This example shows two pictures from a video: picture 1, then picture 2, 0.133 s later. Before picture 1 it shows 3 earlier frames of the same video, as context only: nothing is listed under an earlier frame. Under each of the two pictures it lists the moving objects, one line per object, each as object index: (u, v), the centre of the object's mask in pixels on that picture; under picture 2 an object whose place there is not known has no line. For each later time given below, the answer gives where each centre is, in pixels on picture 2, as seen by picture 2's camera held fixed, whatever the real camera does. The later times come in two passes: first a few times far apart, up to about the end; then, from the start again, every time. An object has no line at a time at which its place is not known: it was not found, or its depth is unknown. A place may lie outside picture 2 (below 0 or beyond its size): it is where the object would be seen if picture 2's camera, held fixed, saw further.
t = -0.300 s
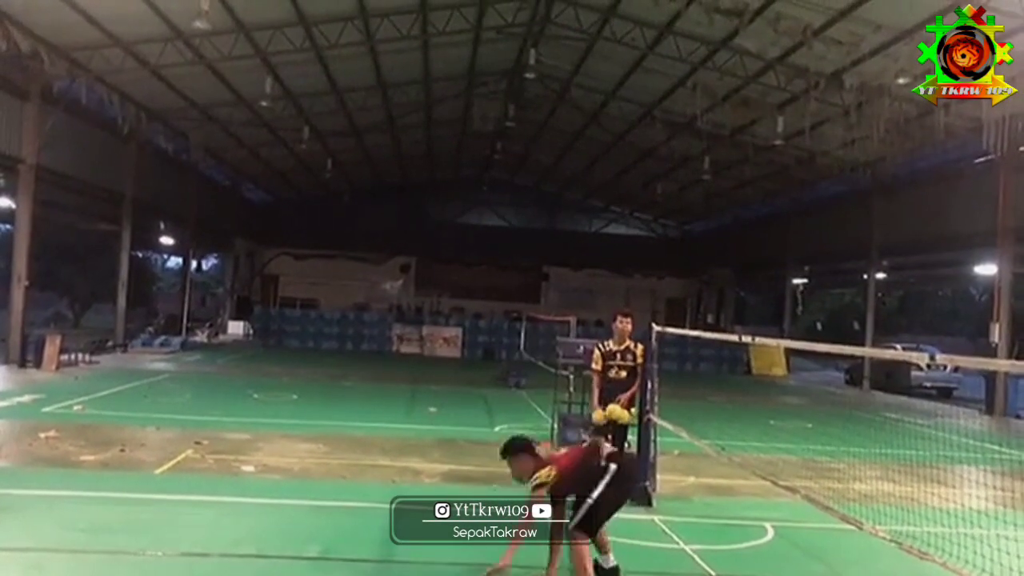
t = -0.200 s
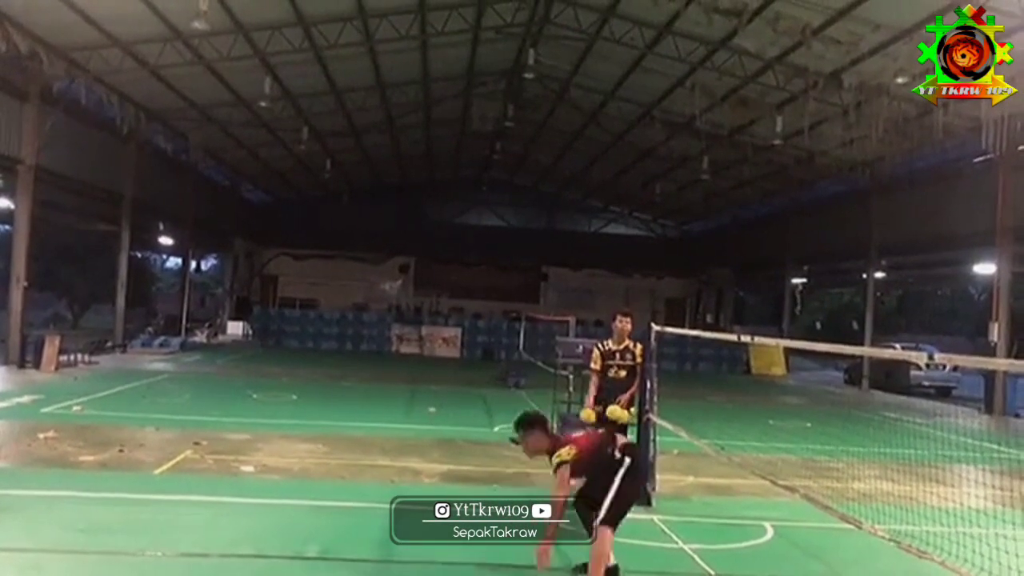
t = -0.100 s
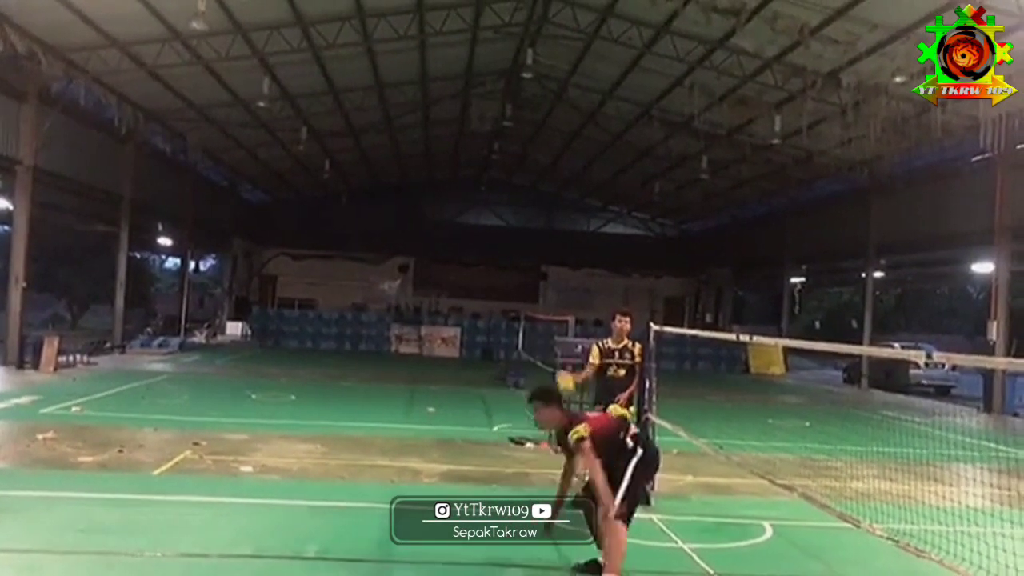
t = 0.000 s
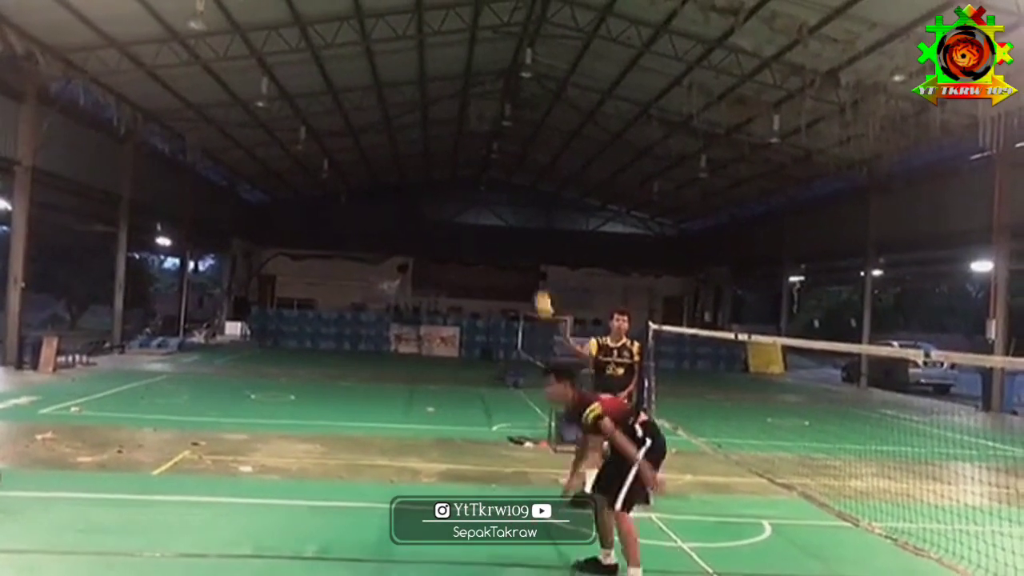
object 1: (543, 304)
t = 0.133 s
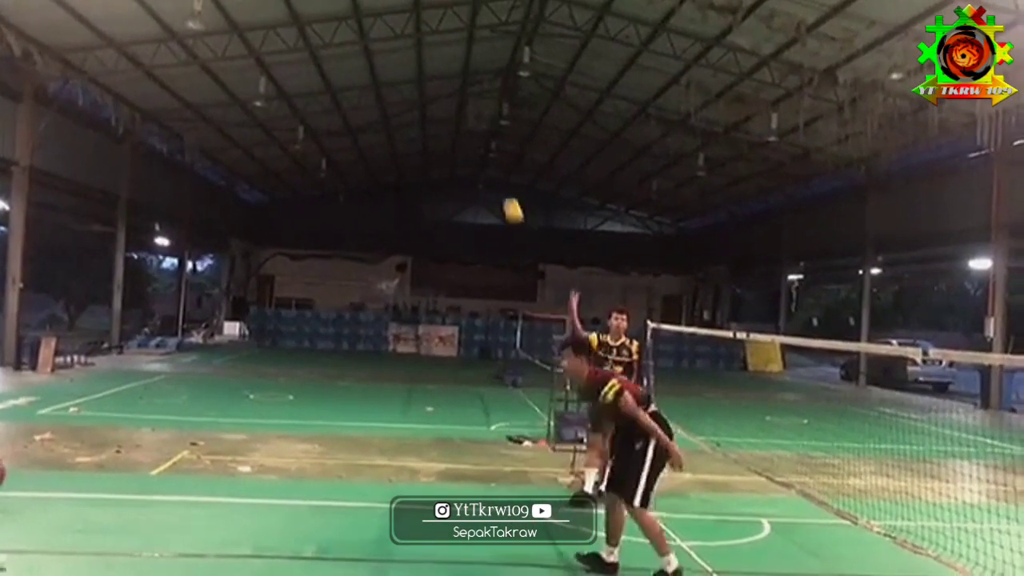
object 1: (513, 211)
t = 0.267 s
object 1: (480, 133)
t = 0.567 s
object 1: (390, 27)
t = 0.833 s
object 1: (289, 38)
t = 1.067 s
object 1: (179, 155)
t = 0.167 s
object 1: (505, 190)
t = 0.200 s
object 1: (497, 170)
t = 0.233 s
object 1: (488, 151)
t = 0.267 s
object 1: (480, 133)
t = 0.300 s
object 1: (471, 116)
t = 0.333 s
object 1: (462, 101)
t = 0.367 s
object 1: (452, 87)
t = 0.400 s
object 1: (443, 74)
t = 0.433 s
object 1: (433, 61)
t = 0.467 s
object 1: (423, 51)
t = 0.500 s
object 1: (413, 41)
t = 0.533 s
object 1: (401, 34)
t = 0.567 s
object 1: (390, 27)
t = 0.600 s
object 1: (379, 23)
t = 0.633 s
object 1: (367, 20)
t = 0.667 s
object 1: (355, 18)
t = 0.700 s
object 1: (343, 18)
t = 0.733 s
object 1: (330, 20)
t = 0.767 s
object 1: (317, 24)
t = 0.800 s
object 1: (303, 31)
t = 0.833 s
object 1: (289, 38)
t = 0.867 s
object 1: (275, 48)
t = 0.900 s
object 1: (261, 59)
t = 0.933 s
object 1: (245, 74)
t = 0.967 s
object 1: (229, 90)
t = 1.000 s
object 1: (213, 109)
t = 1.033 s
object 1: (196, 131)
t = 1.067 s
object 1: (179, 155)
